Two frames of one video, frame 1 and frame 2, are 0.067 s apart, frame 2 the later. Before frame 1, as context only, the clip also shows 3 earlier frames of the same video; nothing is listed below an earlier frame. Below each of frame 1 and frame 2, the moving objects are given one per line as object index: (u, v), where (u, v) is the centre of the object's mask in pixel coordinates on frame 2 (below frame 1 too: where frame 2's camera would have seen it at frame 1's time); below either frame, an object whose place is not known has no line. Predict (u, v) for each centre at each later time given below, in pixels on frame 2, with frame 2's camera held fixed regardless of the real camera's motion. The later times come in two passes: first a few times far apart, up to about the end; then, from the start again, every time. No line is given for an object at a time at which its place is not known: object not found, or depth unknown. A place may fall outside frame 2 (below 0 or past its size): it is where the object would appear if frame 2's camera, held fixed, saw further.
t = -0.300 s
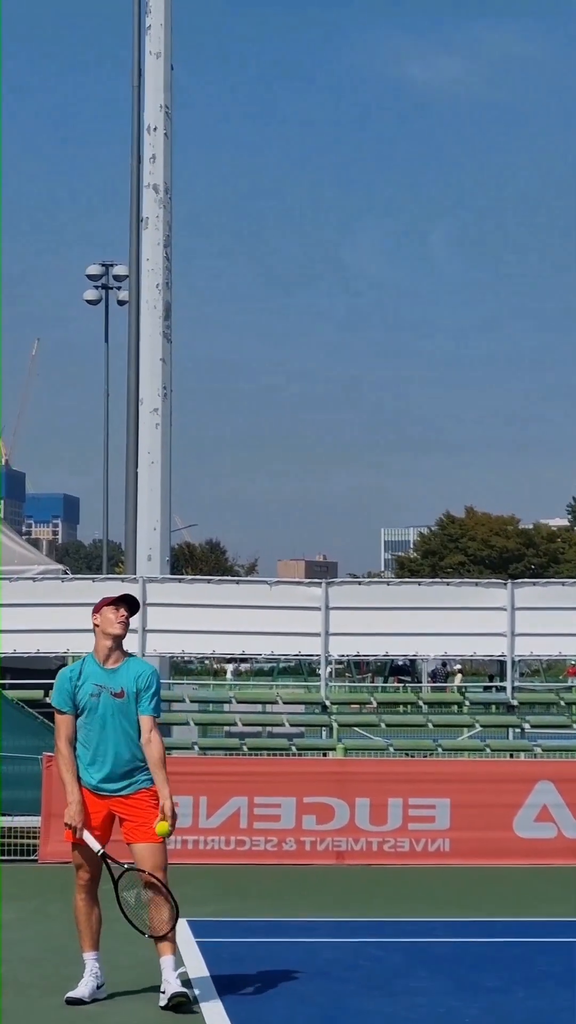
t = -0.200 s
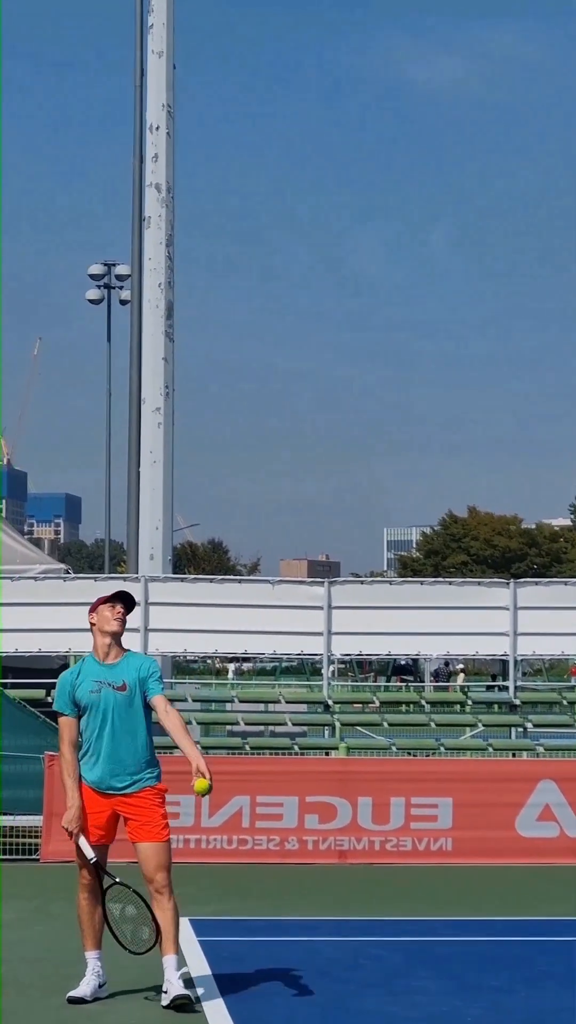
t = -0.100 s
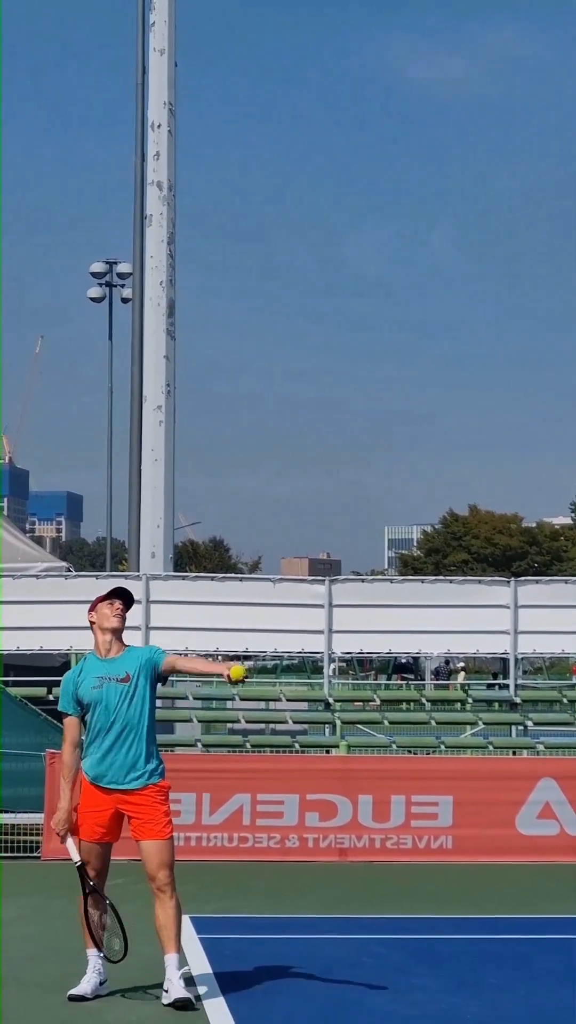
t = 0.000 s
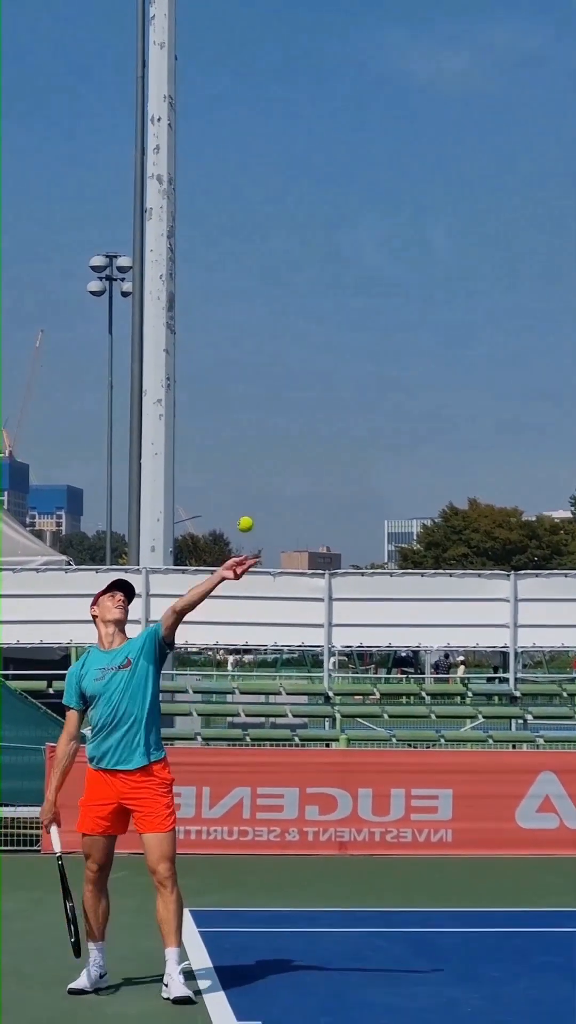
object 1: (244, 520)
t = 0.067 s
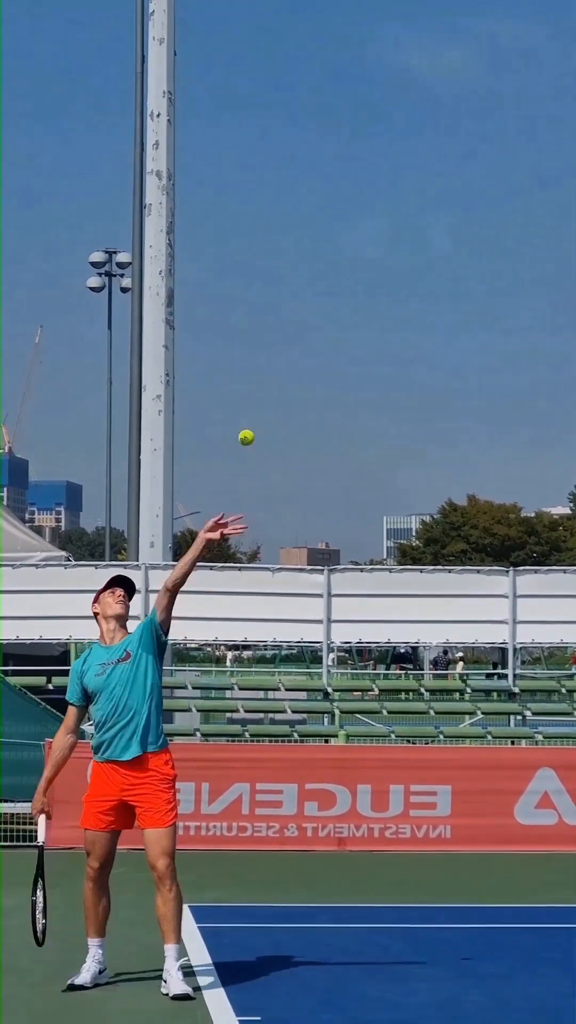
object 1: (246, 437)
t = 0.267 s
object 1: (252, 258)
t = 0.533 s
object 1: (256, 164)
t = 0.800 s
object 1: (259, 225)
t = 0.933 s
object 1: (260, 310)
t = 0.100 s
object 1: (247, 401)
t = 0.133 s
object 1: (248, 366)
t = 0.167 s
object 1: (249, 335)
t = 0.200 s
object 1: (250, 306)
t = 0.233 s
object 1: (251, 281)
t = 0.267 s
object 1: (252, 258)
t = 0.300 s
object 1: (252, 237)
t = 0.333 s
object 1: (253, 219)
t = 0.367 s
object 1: (254, 204)
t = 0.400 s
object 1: (254, 191)
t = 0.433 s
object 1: (254, 181)
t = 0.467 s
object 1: (255, 172)
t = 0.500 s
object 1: (256, 168)
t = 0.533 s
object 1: (256, 164)
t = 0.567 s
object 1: (256, 163)
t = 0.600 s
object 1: (257, 166)
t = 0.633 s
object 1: (257, 169)
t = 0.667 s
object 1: (258, 176)
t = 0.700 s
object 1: (258, 186)
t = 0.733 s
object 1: (259, 196)
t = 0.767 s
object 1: (259, 210)
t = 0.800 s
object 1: (259, 225)
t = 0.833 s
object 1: (259, 243)
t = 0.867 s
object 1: (260, 263)
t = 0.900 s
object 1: (260, 285)
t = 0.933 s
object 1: (260, 310)
